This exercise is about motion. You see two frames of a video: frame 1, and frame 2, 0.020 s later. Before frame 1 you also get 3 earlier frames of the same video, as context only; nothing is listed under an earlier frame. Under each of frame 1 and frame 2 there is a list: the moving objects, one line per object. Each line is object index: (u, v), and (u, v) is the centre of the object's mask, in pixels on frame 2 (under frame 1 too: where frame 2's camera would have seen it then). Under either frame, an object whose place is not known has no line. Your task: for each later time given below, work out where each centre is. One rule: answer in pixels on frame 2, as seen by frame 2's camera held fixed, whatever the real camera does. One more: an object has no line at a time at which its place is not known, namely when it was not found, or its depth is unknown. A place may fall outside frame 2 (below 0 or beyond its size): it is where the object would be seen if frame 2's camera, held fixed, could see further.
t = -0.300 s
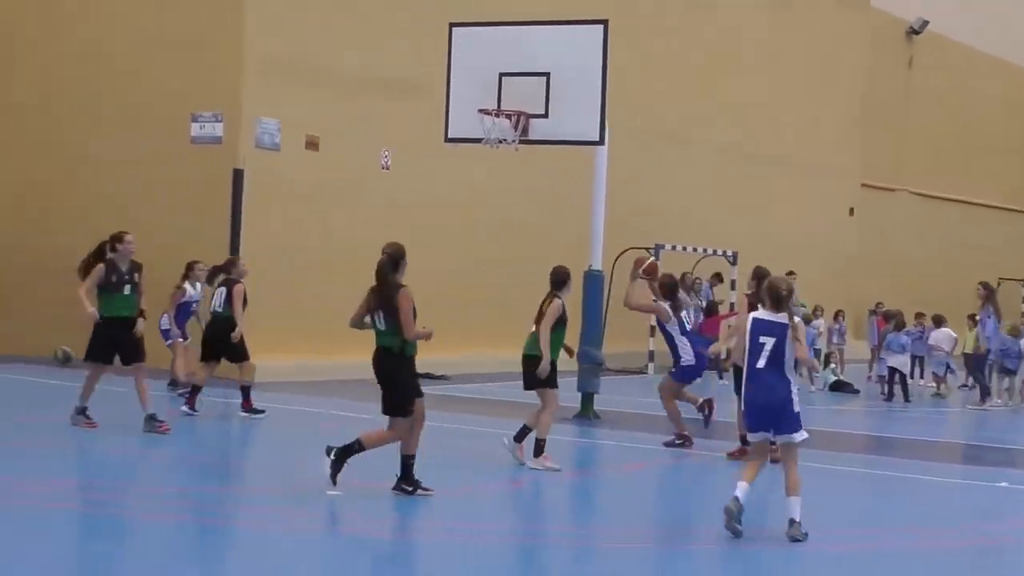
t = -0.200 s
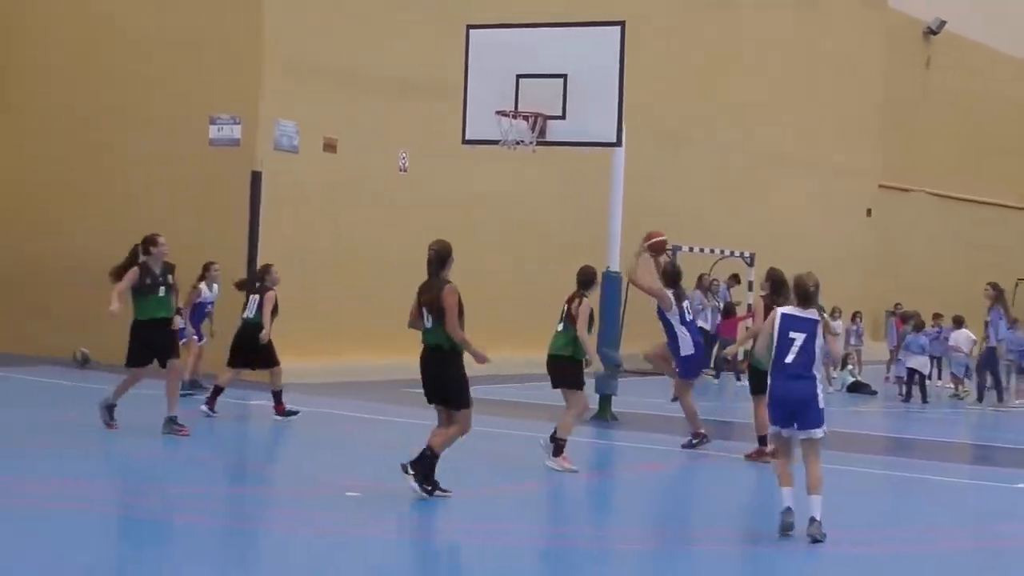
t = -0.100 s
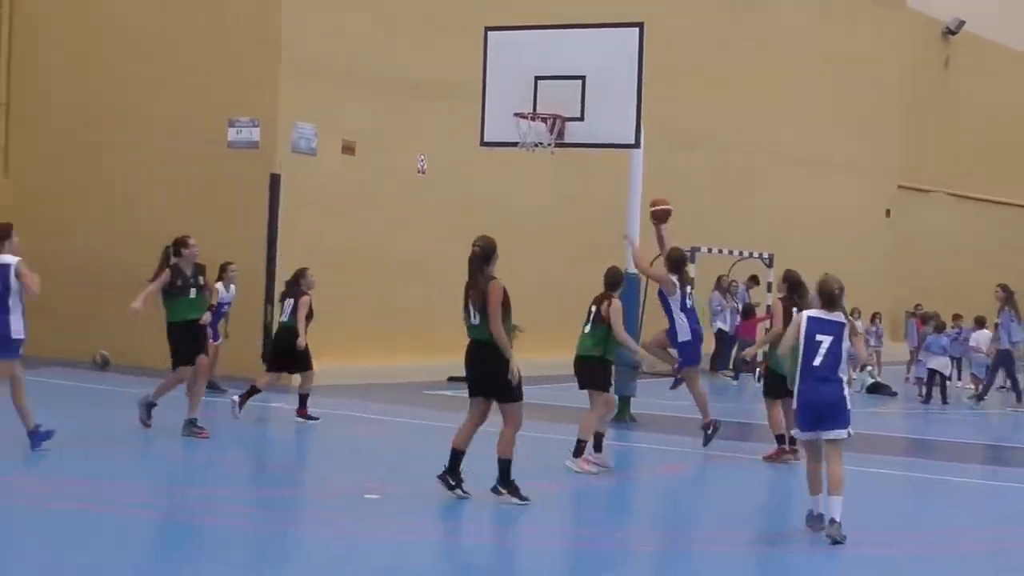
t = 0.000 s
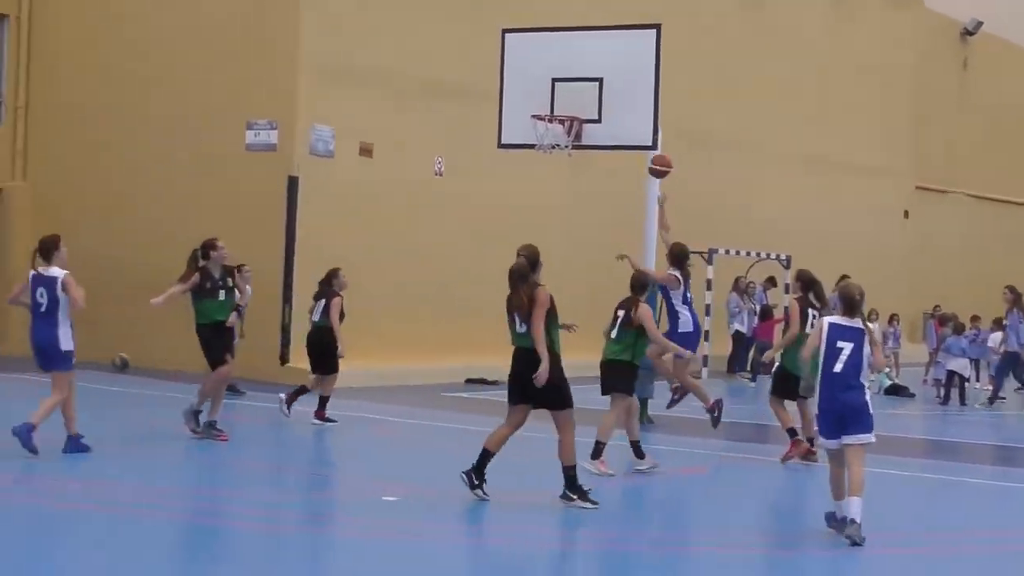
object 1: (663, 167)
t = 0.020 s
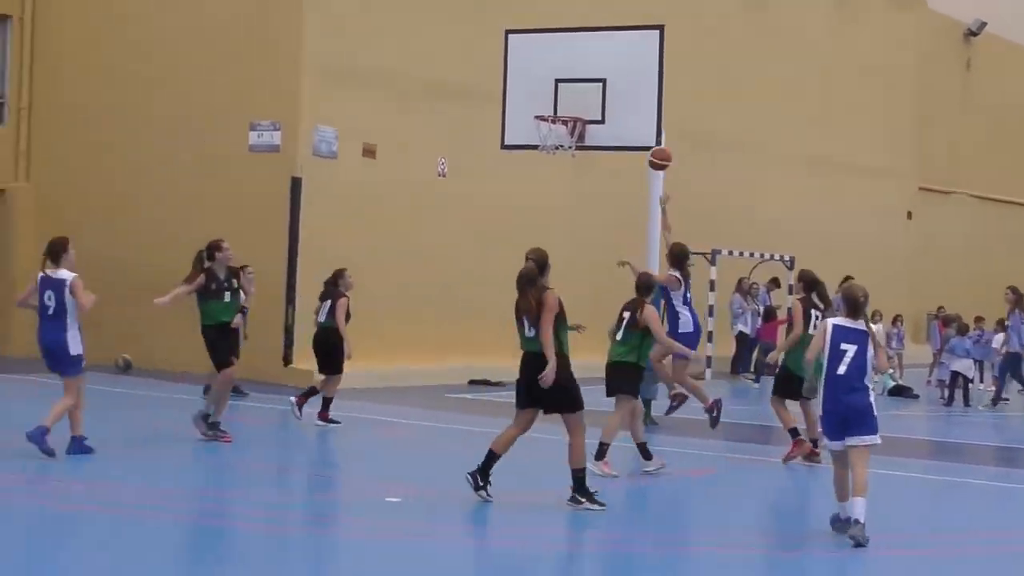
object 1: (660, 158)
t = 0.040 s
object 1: (656, 151)
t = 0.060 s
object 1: (653, 143)
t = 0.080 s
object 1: (649, 136)
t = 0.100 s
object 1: (646, 130)
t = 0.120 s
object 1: (642, 123)
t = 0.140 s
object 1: (638, 117)
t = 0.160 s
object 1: (635, 112)
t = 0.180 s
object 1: (632, 108)
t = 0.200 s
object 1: (629, 104)
